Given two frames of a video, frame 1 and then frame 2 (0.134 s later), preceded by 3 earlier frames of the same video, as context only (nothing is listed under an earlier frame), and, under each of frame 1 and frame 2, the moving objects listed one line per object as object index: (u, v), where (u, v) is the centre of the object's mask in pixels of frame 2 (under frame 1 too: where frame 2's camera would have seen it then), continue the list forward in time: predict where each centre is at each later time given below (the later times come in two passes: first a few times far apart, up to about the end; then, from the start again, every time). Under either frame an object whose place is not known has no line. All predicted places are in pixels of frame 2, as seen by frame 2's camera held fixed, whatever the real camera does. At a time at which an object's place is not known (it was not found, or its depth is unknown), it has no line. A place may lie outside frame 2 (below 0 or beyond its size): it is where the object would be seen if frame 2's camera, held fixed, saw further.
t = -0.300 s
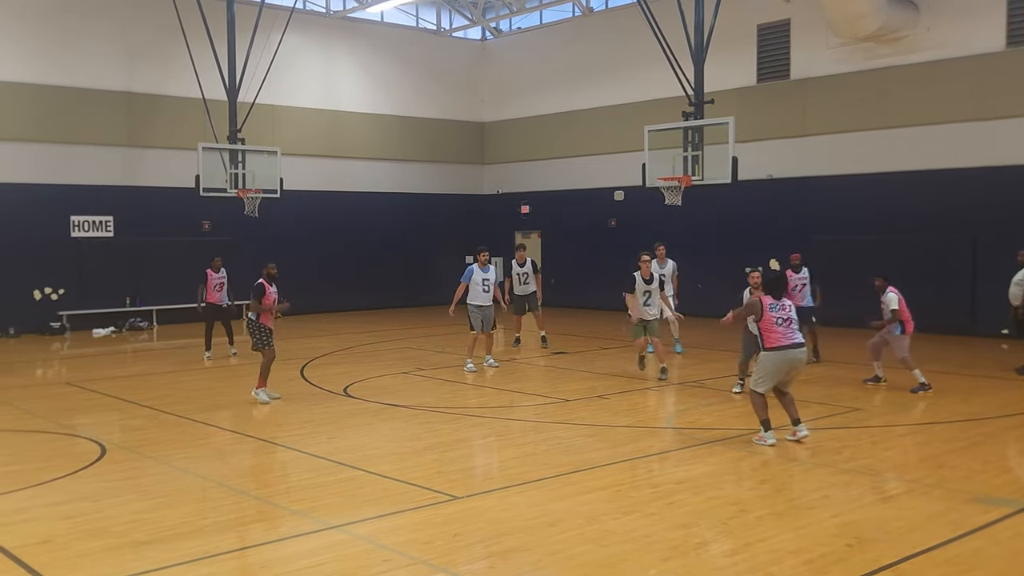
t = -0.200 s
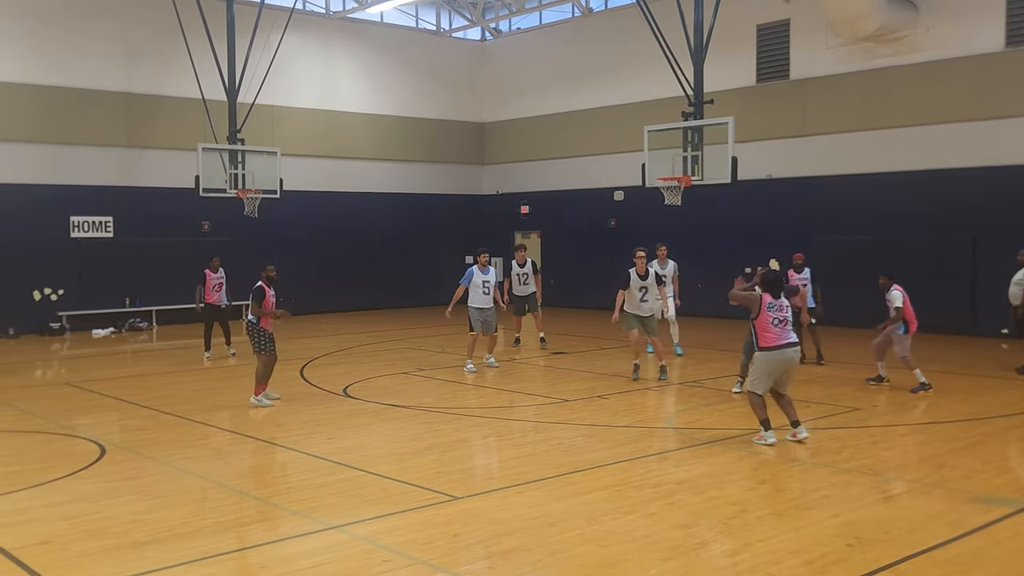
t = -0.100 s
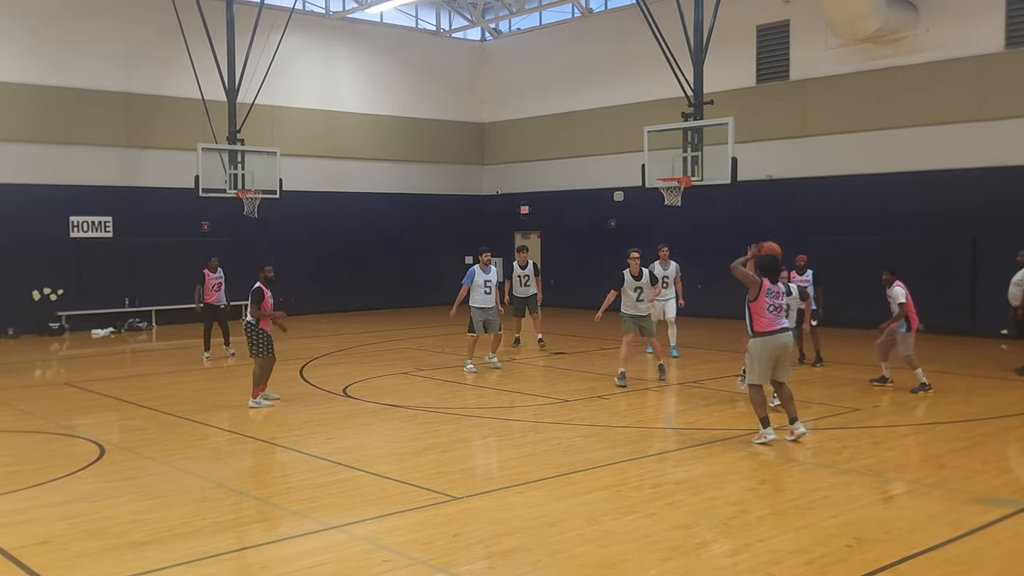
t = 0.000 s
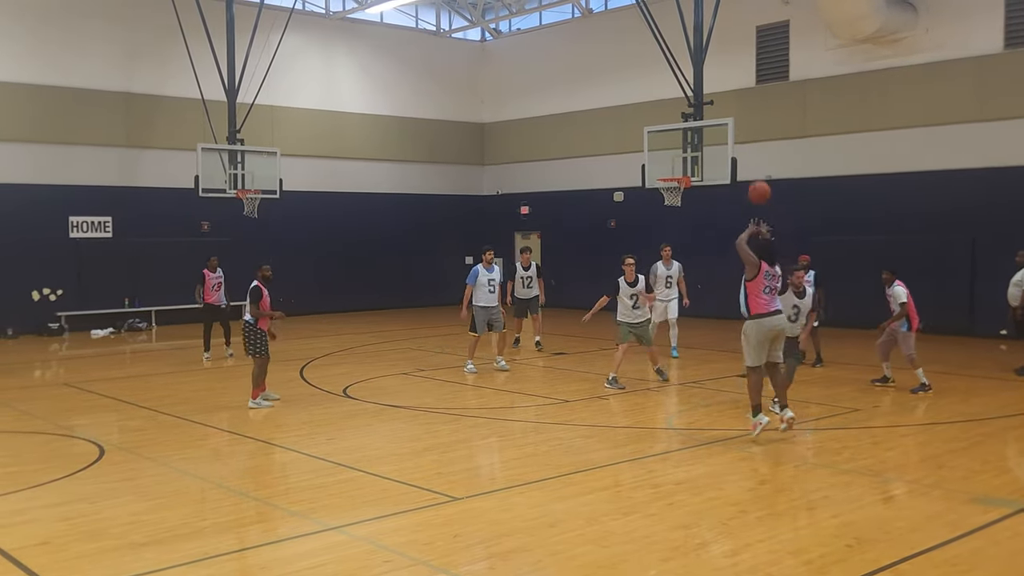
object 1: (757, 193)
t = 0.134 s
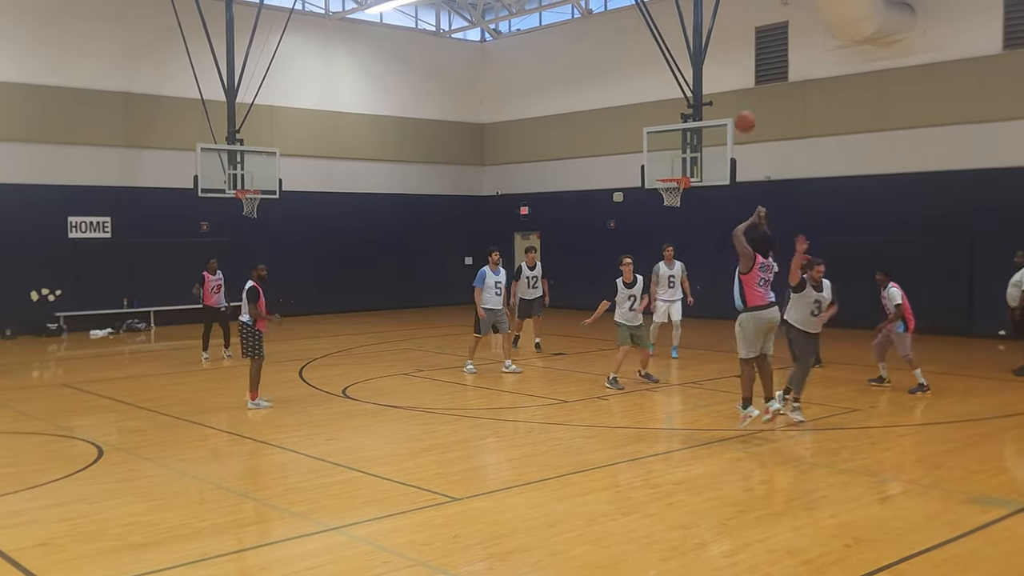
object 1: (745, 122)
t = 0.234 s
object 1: (736, 84)
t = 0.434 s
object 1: (722, 39)
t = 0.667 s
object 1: (707, 32)
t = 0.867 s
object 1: (693, 57)
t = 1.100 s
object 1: (680, 114)
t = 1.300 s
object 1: (671, 173)
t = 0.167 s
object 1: (742, 108)
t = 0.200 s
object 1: (738, 96)
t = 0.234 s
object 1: (736, 84)
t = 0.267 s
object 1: (735, 74)
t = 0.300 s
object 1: (732, 64)
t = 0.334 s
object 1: (730, 56)
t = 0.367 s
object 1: (727, 49)
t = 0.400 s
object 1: (725, 44)
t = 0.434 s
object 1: (722, 39)
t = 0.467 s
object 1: (719, 36)
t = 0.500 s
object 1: (718, 34)
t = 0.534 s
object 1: (715, 32)
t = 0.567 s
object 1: (714, 31)
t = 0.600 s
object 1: (711, 31)
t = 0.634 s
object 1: (709, 31)
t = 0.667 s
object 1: (707, 32)
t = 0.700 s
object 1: (704, 34)
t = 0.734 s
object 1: (702, 37)
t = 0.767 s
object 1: (699, 41)
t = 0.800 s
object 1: (698, 45)
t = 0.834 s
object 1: (696, 51)
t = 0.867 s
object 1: (693, 57)
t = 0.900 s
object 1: (691, 64)
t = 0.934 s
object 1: (689, 71)
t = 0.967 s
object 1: (687, 78)
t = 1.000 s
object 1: (685, 87)
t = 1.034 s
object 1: (683, 96)
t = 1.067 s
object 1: (681, 106)
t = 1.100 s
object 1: (680, 114)
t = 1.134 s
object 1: (678, 124)
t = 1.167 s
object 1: (677, 133)
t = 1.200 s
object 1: (675, 145)
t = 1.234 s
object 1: (673, 156)
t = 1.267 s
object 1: (672, 168)
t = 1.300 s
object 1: (671, 173)
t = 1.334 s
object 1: (669, 174)
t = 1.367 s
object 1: (667, 174)
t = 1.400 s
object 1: (667, 170)
